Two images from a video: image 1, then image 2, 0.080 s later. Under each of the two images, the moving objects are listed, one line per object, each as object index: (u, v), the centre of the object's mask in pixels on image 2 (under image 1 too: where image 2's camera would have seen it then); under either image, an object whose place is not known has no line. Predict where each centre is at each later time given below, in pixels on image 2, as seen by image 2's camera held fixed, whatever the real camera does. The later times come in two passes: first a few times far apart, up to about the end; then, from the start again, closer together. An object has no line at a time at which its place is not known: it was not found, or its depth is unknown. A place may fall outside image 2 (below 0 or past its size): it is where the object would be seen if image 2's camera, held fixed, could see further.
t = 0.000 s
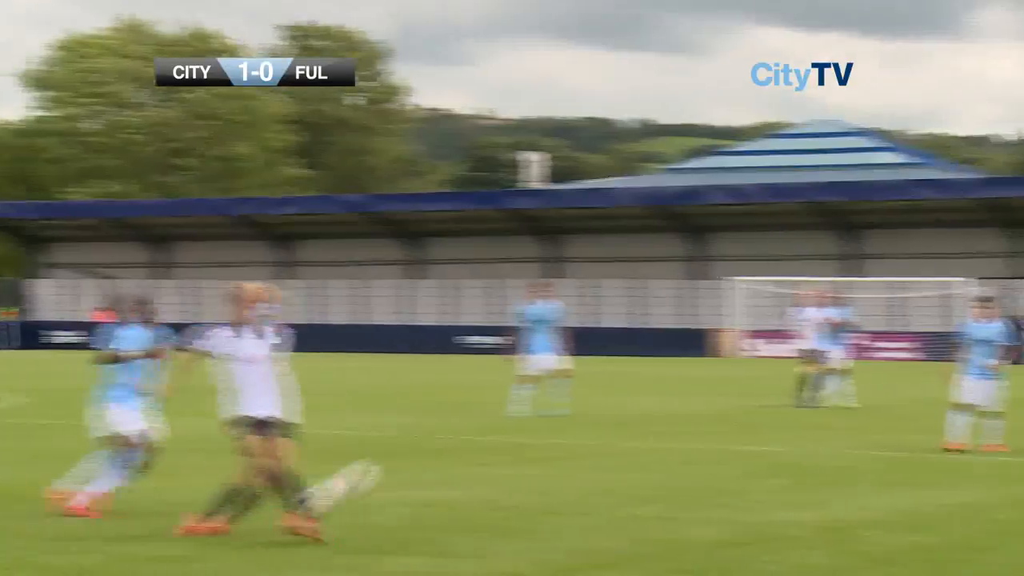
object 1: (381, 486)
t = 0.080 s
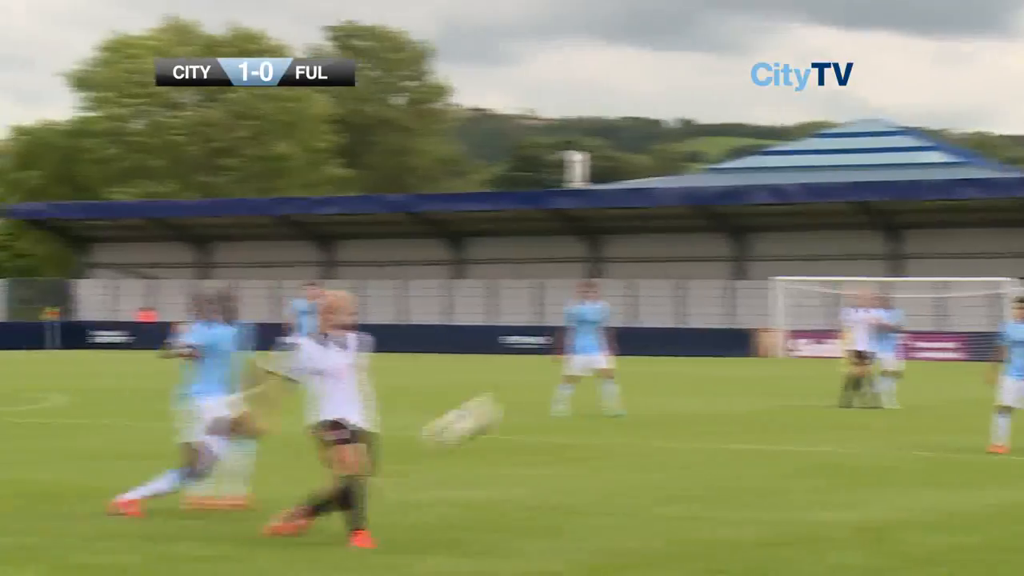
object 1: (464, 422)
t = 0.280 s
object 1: (683, 286)
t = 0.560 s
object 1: (1021, 189)
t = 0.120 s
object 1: (505, 391)
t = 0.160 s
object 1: (537, 368)
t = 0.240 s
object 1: (644, 306)
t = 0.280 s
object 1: (683, 286)
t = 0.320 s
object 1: (727, 265)
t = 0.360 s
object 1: (772, 248)
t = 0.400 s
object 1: (819, 231)
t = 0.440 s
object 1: (868, 217)
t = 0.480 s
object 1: (917, 206)
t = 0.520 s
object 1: (967, 197)
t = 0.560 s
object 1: (1021, 189)
